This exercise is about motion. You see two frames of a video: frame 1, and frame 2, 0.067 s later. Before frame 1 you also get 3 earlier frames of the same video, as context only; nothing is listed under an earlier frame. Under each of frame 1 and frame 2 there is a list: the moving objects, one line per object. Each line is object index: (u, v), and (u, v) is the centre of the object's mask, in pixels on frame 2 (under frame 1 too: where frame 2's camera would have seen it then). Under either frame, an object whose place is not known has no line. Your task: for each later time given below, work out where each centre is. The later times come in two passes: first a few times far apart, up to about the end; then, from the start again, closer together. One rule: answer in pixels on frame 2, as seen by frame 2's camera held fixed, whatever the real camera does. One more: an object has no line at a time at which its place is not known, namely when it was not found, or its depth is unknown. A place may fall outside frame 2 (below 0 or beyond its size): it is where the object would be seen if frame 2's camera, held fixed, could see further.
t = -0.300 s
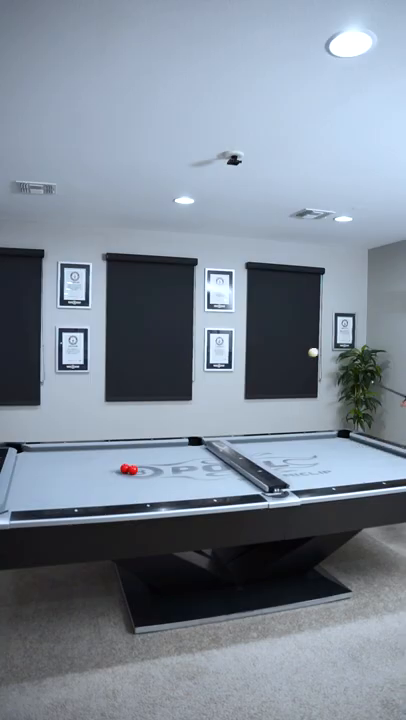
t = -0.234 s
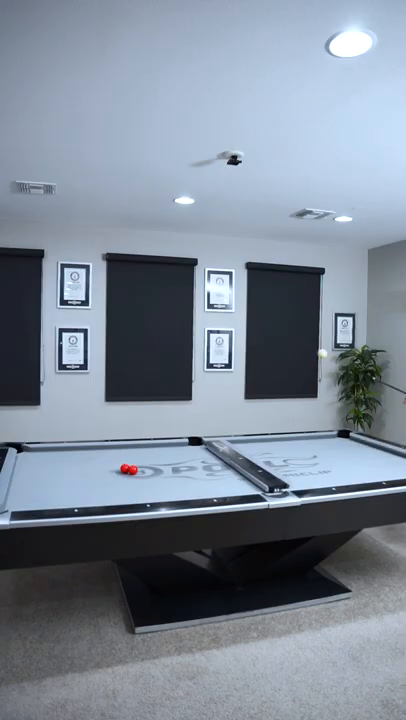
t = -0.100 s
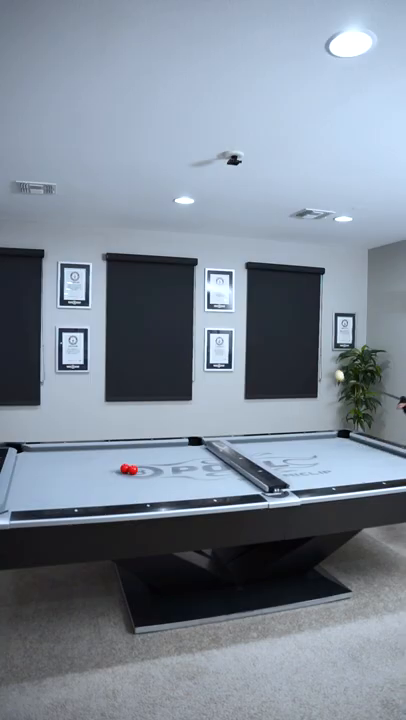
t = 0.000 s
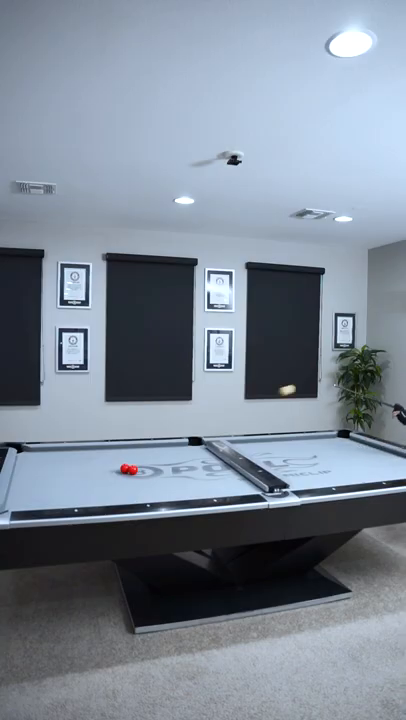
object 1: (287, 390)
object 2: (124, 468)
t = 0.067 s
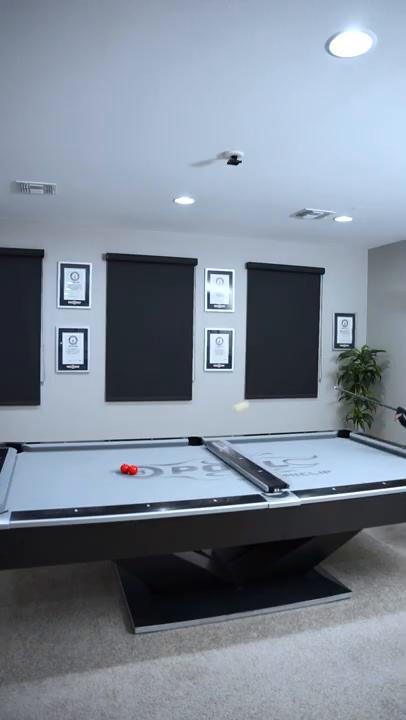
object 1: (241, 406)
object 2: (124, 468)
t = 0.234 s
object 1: (136, 465)
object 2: (115, 467)
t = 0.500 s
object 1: (106, 452)
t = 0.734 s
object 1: (78, 451)
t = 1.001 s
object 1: (42, 459)
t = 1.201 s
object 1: (21, 465)
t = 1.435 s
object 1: (42, 472)
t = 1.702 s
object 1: (66, 479)
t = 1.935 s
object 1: (89, 486)
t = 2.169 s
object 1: (113, 494)
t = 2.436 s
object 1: (142, 497)
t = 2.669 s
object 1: (159, 492)
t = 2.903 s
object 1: (175, 486)
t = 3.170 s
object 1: (190, 480)
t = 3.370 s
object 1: (201, 476)
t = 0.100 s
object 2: (124, 468)
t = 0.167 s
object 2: (124, 468)
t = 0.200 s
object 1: (141, 465)
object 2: (123, 468)
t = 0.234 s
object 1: (136, 465)
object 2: (115, 467)
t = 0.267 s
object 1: (133, 459)
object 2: (101, 467)
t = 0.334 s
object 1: (125, 456)
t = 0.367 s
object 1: (122, 457)
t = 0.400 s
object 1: (118, 456)
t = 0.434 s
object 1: (114, 454)
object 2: (4, 505)
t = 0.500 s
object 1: (106, 452)
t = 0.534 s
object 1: (101, 451)
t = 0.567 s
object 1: (97, 450)
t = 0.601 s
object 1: (93, 448)
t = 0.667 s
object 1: (85, 448)
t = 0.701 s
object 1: (81, 449)
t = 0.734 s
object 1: (78, 451)
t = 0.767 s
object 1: (74, 452)
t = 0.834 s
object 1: (66, 454)
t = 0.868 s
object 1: (61, 455)
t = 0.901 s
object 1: (56, 456)
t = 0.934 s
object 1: (52, 457)
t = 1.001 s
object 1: (42, 459)
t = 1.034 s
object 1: (38, 460)
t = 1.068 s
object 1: (34, 461)
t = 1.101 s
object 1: (28, 462)
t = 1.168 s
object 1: (19, 464)
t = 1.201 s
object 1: (21, 465)
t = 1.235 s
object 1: (24, 466)
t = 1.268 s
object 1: (28, 467)
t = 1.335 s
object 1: (33, 469)
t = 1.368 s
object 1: (36, 470)
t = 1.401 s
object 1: (39, 471)
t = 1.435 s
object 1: (42, 472)
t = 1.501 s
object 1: (48, 474)
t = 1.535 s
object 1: (51, 475)
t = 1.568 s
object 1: (54, 476)
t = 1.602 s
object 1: (57, 476)
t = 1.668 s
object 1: (63, 478)
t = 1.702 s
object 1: (66, 479)
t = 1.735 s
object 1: (69, 480)
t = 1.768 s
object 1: (72, 481)
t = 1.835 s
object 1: (79, 483)
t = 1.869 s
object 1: (83, 484)
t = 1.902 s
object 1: (85, 485)
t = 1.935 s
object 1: (89, 486)
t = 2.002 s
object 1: (96, 489)
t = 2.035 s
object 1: (100, 490)
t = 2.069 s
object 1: (103, 491)
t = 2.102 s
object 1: (107, 492)
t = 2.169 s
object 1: (113, 494)
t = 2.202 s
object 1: (117, 495)
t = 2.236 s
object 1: (121, 497)
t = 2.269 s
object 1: (125, 497)
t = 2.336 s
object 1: (133, 498)
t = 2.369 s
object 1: (135, 498)
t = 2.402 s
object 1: (139, 498)
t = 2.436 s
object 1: (142, 497)
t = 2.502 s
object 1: (148, 496)
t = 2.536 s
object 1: (150, 495)
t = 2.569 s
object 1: (152, 495)
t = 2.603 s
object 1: (154, 494)
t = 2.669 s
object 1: (159, 492)
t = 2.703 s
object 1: (162, 491)
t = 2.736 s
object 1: (164, 490)
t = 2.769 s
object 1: (166, 490)
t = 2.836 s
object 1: (170, 488)
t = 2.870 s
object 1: (173, 487)
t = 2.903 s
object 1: (175, 486)
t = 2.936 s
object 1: (177, 485)
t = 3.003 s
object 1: (181, 484)
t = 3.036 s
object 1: (183, 483)
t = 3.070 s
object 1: (185, 483)
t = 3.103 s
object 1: (187, 482)
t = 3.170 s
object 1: (190, 480)
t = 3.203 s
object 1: (192, 480)
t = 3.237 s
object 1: (194, 479)
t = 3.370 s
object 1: (201, 476)
